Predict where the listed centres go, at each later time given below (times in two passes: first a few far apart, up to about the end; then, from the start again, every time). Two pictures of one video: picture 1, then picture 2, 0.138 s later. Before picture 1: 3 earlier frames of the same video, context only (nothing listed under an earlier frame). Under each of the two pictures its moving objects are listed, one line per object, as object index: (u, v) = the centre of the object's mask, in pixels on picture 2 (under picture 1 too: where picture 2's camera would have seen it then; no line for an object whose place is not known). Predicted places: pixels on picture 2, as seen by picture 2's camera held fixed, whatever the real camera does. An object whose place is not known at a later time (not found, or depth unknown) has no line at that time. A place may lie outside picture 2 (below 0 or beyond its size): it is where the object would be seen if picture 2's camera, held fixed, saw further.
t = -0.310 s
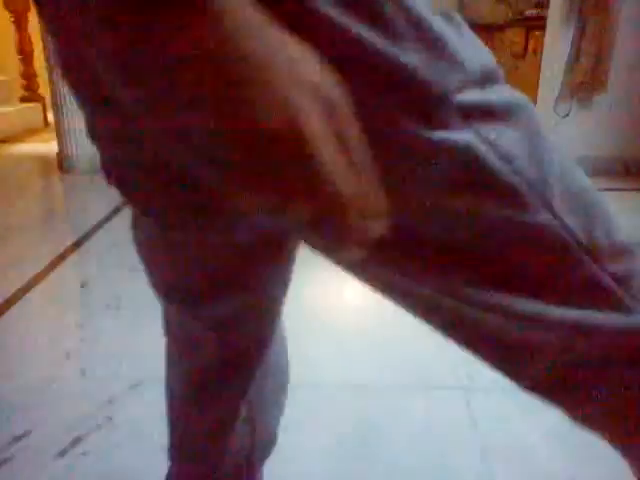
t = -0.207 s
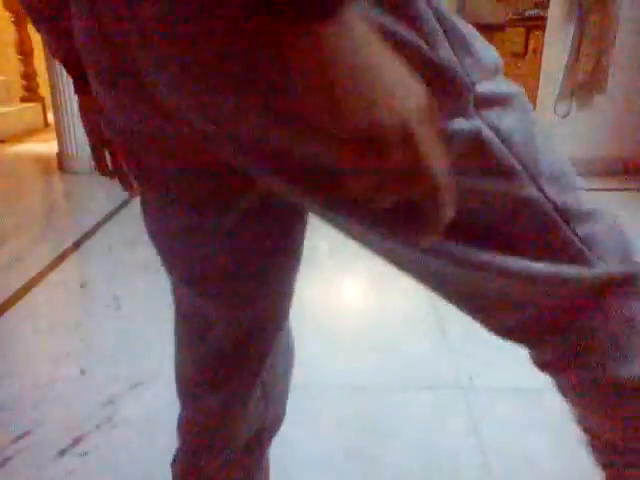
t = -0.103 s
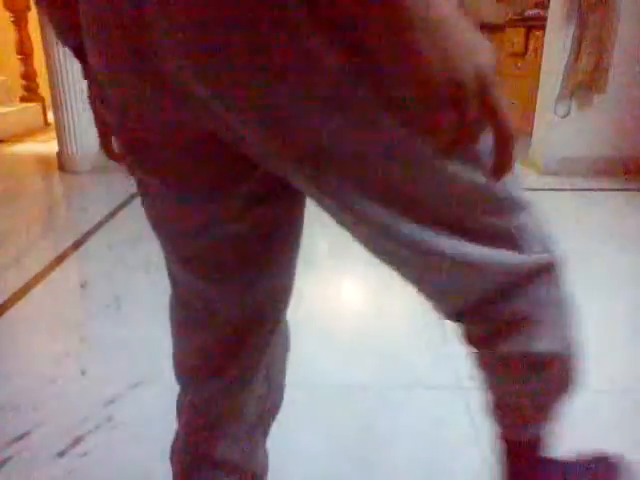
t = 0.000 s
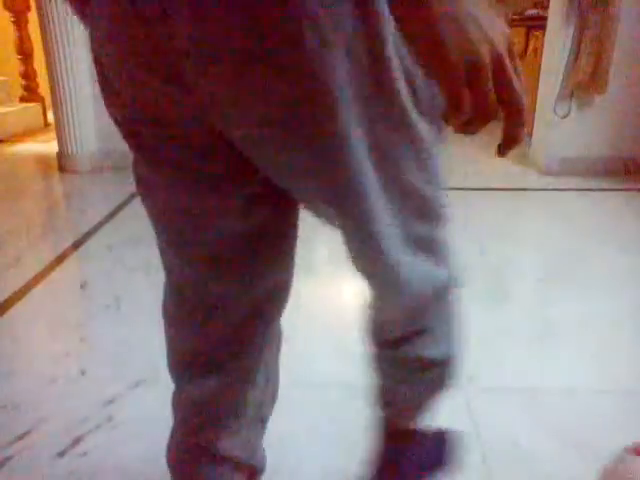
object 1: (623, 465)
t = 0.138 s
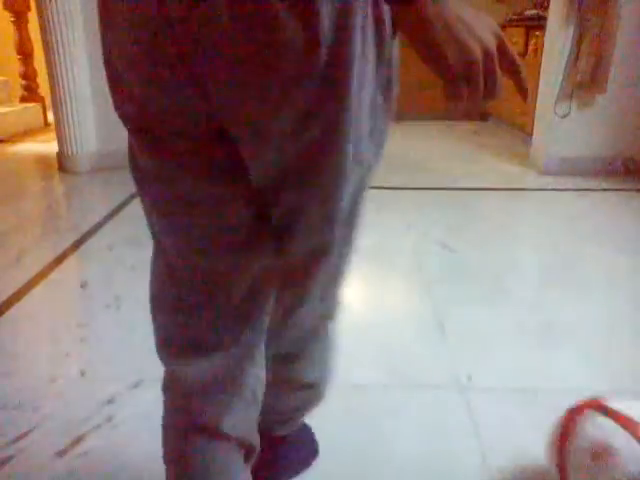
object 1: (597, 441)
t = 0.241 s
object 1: (581, 429)
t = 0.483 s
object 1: (514, 373)
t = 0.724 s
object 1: (464, 326)
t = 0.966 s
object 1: (433, 294)
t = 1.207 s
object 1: (409, 268)
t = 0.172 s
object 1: (592, 436)
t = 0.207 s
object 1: (586, 433)
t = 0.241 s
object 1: (581, 429)
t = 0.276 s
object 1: (570, 423)
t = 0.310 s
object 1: (561, 414)
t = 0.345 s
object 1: (550, 405)
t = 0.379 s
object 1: (541, 397)
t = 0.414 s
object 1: (530, 389)
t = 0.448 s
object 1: (520, 381)
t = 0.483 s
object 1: (514, 373)
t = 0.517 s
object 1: (505, 364)
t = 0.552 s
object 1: (496, 355)
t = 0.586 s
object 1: (491, 349)
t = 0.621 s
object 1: (486, 346)
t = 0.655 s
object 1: (479, 339)
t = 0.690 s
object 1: (472, 333)
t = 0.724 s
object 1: (464, 326)
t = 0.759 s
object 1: (461, 324)
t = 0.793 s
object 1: (456, 318)
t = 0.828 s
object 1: (450, 313)
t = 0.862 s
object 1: (445, 309)
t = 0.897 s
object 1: (440, 304)
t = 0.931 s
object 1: (437, 299)
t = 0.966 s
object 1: (433, 294)
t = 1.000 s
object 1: (429, 291)
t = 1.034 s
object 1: (425, 287)
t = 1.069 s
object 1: (422, 283)
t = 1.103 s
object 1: (419, 280)
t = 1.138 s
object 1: (415, 276)
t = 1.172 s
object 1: (412, 272)
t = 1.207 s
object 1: (409, 268)
